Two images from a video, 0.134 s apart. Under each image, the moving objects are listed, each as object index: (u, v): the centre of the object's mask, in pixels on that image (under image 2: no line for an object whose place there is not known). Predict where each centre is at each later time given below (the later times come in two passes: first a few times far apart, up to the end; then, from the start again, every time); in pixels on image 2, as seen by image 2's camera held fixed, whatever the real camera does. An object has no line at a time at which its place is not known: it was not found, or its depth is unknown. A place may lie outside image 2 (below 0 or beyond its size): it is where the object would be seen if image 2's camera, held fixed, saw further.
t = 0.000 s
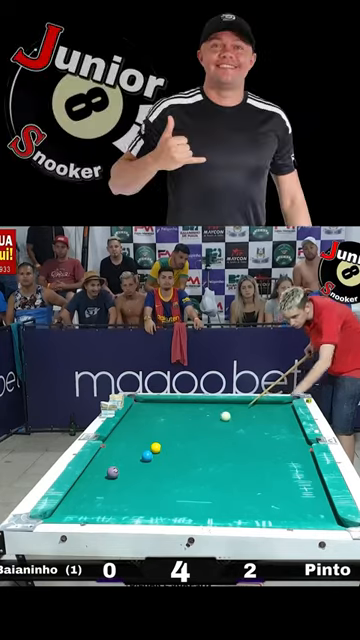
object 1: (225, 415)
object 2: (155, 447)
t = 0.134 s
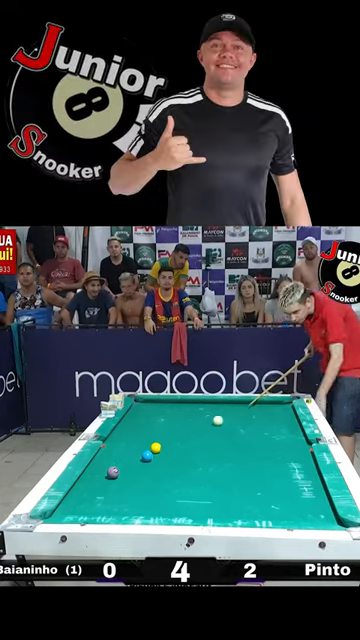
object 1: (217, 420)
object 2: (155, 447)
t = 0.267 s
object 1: (209, 424)
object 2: (156, 447)
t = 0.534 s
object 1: (192, 434)
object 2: (155, 447)
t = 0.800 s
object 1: (174, 443)
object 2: (155, 447)
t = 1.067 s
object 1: (161, 454)
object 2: (148, 446)
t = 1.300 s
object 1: (152, 464)
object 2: (138, 448)
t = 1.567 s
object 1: (140, 475)
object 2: (129, 448)
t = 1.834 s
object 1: (128, 487)
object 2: (121, 449)
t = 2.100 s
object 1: (116, 500)
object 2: (116, 449)
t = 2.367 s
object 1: (103, 509)
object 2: (112, 449)
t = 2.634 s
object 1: (103, 503)
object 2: (109, 450)
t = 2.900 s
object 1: (103, 497)
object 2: (109, 450)
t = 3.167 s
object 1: (102, 491)
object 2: (109, 450)
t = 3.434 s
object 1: (101, 486)
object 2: (109, 450)
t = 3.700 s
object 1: (99, 482)
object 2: (109, 450)
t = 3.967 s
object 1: (98, 479)
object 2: (109, 450)
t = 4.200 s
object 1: (98, 477)
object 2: (109, 450)
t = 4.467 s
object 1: (97, 476)
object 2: (109, 450)
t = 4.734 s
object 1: (97, 475)
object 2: (109, 450)
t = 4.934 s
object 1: (97, 475)
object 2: (109, 450)
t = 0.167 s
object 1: (215, 421)
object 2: (155, 447)
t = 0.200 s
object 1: (213, 422)
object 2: (155, 447)
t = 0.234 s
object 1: (211, 423)
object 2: (155, 447)
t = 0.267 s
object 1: (209, 424)
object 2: (156, 447)
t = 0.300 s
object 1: (207, 426)
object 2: (156, 447)
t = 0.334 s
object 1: (205, 427)
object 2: (155, 447)
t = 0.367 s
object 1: (203, 428)
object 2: (155, 447)
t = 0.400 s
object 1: (201, 429)
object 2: (155, 447)
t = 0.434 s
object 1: (198, 430)
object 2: (155, 447)
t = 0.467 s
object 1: (196, 431)
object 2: (155, 447)
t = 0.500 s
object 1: (194, 433)
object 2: (156, 447)
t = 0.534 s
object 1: (192, 434)
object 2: (155, 447)
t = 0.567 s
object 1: (190, 435)
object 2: (155, 447)
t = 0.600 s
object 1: (187, 436)
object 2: (155, 447)
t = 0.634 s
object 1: (185, 437)
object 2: (156, 447)
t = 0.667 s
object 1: (183, 438)
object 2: (156, 447)
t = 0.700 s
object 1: (181, 440)
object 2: (155, 447)
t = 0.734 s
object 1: (178, 441)
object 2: (156, 447)
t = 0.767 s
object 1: (176, 442)
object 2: (156, 447)
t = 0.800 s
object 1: (174, 443)
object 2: (155, 447)
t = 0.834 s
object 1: (171, 445)
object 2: (155, 447)
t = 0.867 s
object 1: (169, 446)
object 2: (155, 447)
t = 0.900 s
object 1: (167, 447)
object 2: (155, 447)
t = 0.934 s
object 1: (166, 449)
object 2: (154, 447)
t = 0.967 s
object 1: (165, 450)
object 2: (152, 447)
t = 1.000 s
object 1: (163, 451)
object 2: (151, 447)
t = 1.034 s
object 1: (162, 453)
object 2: (150, 446)
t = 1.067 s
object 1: (161, 454)
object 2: (148, 446)
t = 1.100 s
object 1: (159, 455)
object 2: (146, 447)
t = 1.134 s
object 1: (158, 456)
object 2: (145, 447)
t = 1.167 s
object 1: (157, 458)
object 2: (143, 447)
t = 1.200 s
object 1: (156, 459)
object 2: (142, 447)
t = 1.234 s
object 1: (154, 461)
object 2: (140, 447)
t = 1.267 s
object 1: (153, 462)
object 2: (139, 447)
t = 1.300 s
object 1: (152, 464)
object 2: (138, 448)
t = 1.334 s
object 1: (150, 465)
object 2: (137, 448)
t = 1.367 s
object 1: (149, 466)
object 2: (136, 448)
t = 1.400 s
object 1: (148, 468)
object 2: (135, 448)
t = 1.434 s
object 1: (146, 469)
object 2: (133, 448)
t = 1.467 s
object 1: (145, 470)
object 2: (133, 448)
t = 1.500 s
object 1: (143, 472)
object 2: (131, 448)
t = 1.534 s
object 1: (142, 473)
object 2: (130, 448)
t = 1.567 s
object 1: (140, 475)
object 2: (129, 448)
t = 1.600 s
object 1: (139, 476)
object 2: (128, 448)
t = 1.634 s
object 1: (138, 477)
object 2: (127, 448)
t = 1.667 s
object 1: (136, 479)
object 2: (126, 448)
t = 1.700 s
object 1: (135, 481)
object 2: (125, 448)
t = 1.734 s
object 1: (133, 482)
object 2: (124, 449)
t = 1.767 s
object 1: (132, 483)
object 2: (123, 448)
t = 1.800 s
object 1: (130, 485)
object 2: (122, 448)
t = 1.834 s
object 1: (128, 487)
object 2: (121, 449)
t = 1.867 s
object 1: (127, 488)
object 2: (121, 449)
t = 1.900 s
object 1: (125, 490)
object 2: (120, 449)
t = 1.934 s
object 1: (124, 491)
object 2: (119, 449)
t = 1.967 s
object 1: (122, 493)
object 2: (118, 449)
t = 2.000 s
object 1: (121, 495)
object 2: (118, 449)
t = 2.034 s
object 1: (119, 496)
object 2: (117, 449)
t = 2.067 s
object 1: (117, 498)
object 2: (117, 449)
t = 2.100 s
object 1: (116, 500)
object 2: (116, 449)
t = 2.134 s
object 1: (114, 501)
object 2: (115, 449)
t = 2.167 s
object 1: (112, 503)
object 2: (114, 449)
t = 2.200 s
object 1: (111, 505)
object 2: (114, 449)
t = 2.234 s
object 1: (109, 506)
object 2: (113, 449)
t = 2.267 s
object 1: (108, 507)
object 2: (113, 449)
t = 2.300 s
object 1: (106, 508)
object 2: (113, 449)
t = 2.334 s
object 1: (104, 509)
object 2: (112, 450)
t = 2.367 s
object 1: (103, 509)
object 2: (112, 449)
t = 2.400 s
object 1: (103, 509)
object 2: (111, 450)
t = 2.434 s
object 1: (103, 508)
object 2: (111, 450)
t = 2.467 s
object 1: (103, 507)
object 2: (111, 450)
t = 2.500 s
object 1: (103, 507)
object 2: (110, 450)
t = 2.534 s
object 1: (103, 506)
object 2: (110, 450)
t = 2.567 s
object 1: (103, 505)
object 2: (110, 450)
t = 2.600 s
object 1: (103, 504)
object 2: (110, 450)
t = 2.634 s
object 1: (103, 503)
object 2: (109, 450)
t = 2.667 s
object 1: (103, 502)
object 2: (109, 450)
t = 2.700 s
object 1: (103, 501)
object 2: (109, 450)
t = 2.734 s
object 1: (103, 500)
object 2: (109, 450)
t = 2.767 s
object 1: (103, 500)
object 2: (109, 450)
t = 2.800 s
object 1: (103, 499)
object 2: (109, 450)
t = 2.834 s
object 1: (103, 498)
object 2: (109, 450)
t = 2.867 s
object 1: (103, 497)
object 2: (109, 450)
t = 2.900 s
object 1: (103, 497)
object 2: (109, 450)
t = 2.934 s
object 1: (102, 496)
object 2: (109, 450)
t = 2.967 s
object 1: (102, 495)
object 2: (109, 450)
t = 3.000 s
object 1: (102, 494)
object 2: (109, 450)
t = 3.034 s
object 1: (102, 493)
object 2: (109, 450)
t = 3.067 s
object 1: (102, 493)
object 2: (109, 450)
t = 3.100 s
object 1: (102, 492)
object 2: (109, 450)
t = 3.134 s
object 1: (102, 491)
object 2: (109, 450)
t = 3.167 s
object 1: (102, 491)
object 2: (109, 450)
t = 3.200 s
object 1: (102, 490)
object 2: (109, 450)
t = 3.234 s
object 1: (102, 489)
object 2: (109, 450)
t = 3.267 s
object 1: (102, 489)
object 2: (109, 450)
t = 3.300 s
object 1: (102, 488)
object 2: (109, 450)
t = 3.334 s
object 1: (101, 488)
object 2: (109, 450)
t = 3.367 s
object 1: (101, 487)
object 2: (109, 450)
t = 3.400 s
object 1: (101, 486)
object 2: (109, 450)
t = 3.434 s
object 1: (101, 486)
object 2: (109, 450)
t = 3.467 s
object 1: (101, 485)
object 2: (109, 450)
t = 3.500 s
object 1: (100, 485)
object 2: (109, 450)
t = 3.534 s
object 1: (100, 484)
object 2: (109, 450)
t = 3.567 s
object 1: (100, 484)
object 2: (109, 450)
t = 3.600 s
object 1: (100, 483)
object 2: (109, 450)
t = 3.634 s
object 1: (100, 483)
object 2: (109, 450)
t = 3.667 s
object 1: (100, 482)
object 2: (109, 450)
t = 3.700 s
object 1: (99, 482)
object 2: (109, 450)
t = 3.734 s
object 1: (99, 482)
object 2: (109, 450)
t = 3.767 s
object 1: (99, 481)
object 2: (109, 450)
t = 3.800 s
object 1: (99, 481)
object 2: (109, 450)
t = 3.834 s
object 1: (99, 480)
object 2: (109, 450)
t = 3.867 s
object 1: (99, 480)
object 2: (109, 450)
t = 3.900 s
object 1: (99, 480)
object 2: (109, 450)
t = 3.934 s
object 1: (99, 479)
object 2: (109, 450)
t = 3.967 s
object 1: (98, 479)
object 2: (109, 450)
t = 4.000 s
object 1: (98, 479)
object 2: (109, 450)
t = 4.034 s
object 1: (98, 478)
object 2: (109, 450)
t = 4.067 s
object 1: (98, 478)
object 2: (109, 450)
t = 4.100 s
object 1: (98, 478)
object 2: (109, 450)
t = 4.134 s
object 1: (98, 478)
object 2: (109, 450)
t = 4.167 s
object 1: (98, 477)
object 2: (109, 450)
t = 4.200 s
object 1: (98, 477)
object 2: (109, 450)
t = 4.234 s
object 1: (97, 477)
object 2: (109, 450)
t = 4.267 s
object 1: (97, 477)
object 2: (109, 450)
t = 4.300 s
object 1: (97, 476)
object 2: (109, 450)
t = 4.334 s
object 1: (97, 476)
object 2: (109, 450)
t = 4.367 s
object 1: (97, 476)
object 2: (109, 450)
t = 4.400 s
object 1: (97, 476)
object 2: (109, 450)
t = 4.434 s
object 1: (97, 476)
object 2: (109, 450)
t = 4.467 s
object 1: (97, 476)
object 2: (109, 450)
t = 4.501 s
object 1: (97, 476)
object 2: (109, 450)
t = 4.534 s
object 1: (97, 476)
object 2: (109, 450)
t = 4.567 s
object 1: (97, 476)
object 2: (109, 450)
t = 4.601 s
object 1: (97, 476)
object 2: (109, 450)
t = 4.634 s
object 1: (97, 476)
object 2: (109, 450)
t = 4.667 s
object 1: (97, 475)
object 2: (109, 450)
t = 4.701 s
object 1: (97, 475)
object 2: (109, 450)
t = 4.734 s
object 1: (97, 475)
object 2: (109, 450)
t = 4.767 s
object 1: (97, 475)
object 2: (109, 450)
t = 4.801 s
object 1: (97, 475)
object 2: (109, 450)
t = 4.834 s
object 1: (97, 475)
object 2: (109, 450)
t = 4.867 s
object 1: (97, 475)
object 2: (109, 450)
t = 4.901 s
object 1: (97, 475)
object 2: (109, 450)
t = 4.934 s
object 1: (97, 475)
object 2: (109, 450)
